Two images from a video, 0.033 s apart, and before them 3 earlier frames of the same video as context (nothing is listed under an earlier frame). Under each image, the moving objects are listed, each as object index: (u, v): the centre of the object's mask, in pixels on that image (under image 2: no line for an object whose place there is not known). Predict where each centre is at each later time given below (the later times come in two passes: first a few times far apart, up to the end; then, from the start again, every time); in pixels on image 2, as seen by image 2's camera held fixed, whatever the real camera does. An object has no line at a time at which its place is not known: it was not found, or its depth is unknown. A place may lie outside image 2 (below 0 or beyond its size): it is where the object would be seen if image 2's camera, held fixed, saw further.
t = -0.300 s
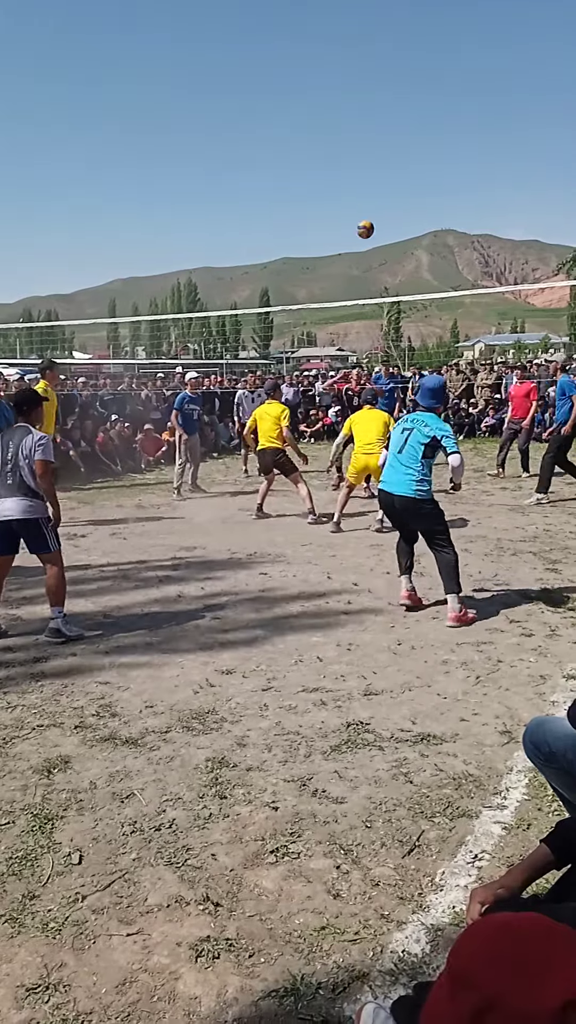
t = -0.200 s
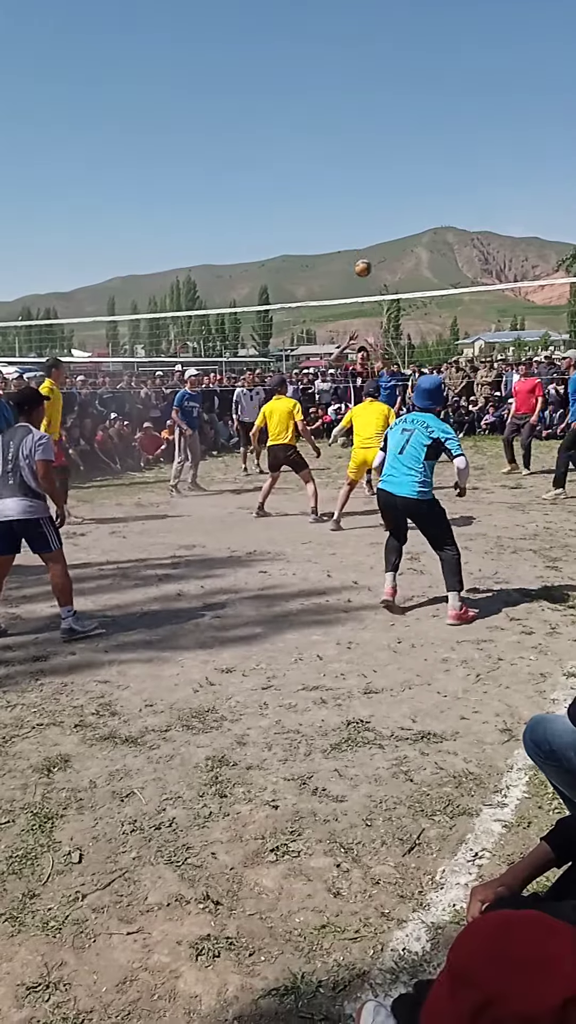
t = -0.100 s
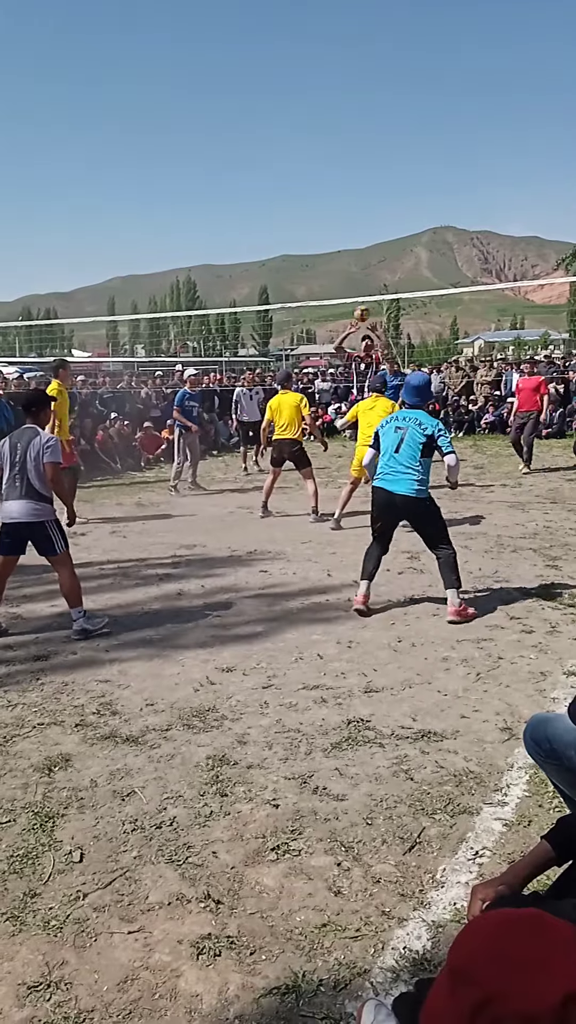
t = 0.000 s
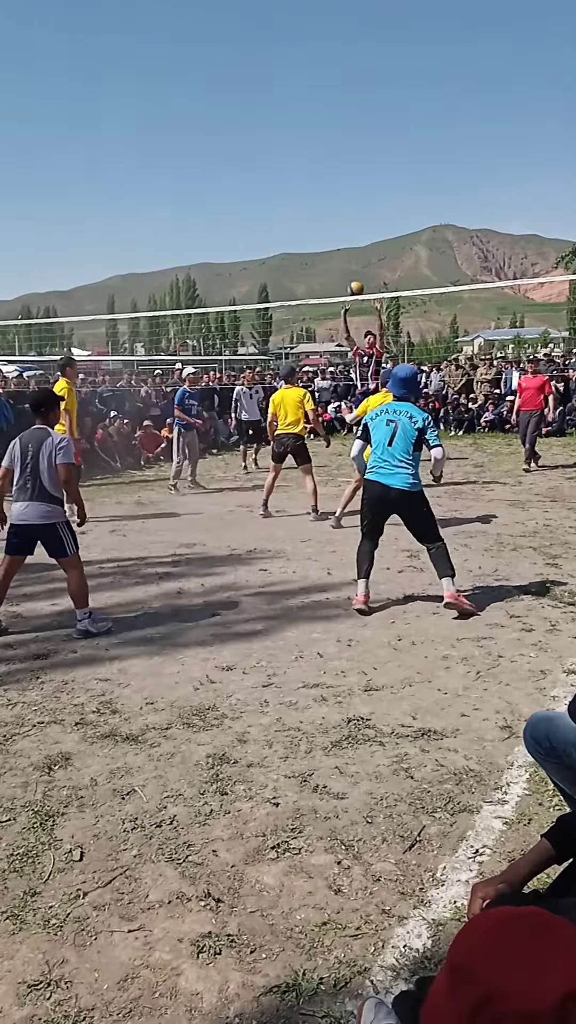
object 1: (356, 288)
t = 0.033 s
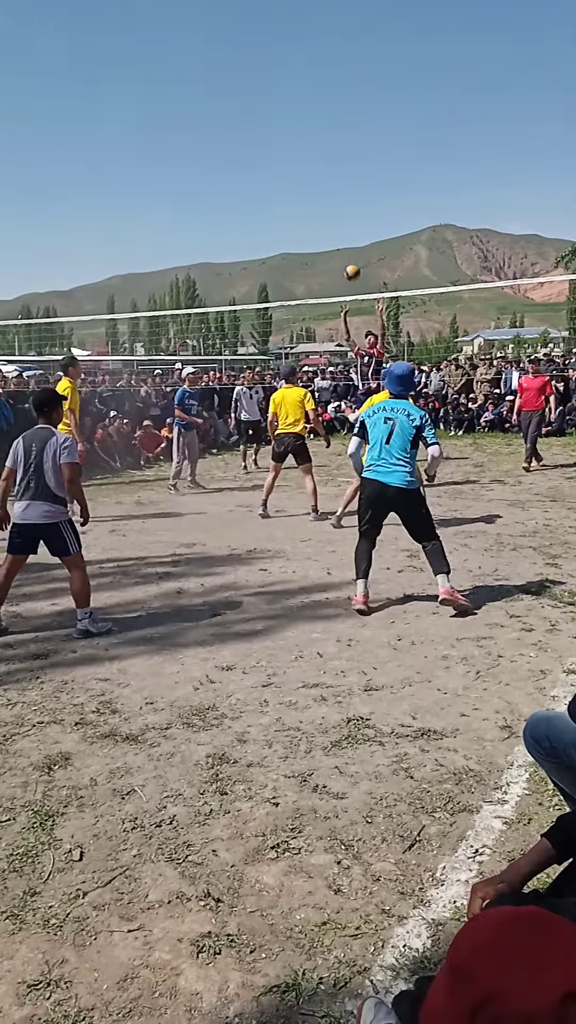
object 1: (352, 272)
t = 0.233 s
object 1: (334, 195)
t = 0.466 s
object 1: (315, 145)
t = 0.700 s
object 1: (296, 139)
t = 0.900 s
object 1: (281, 167)
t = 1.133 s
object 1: (264, 235)
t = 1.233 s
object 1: (261, 274)
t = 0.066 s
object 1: (349, 258)
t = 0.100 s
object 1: (346, 243)
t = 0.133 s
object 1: (343, 230)
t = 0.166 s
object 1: (340, 217)
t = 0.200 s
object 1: (337, 205)
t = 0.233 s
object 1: (334, 195)
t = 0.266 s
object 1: (331, 185)
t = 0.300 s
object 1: (328, 176)
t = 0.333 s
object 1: (326, 168)
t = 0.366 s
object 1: (323, 161)
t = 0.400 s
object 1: (320, 155)
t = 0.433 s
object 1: (317, 150)
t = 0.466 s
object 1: (315, 145)
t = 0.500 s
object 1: (312, 142)
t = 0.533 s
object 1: (309, 139)
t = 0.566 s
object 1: (307, 137)
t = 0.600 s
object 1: (304, 136)
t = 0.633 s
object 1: (301, 136)
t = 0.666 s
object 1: (299, 137)
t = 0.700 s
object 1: (296, 139)
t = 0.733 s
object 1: (293, 142)
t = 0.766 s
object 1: (288, 144)
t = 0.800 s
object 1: (284, 148)
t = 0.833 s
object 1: (284, 155)
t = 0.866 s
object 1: (281, 161)
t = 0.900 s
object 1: (281, 167)
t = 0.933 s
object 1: (279, 175)
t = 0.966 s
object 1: (277, 183)
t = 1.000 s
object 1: (273, 191)
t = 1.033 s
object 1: (271, 201)
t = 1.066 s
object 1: (268, 212)
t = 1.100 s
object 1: (265, 222)
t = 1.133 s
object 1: (264, 235)
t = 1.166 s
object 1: (263, 248)
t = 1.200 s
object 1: (262, 261)
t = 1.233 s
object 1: (261, 274)
